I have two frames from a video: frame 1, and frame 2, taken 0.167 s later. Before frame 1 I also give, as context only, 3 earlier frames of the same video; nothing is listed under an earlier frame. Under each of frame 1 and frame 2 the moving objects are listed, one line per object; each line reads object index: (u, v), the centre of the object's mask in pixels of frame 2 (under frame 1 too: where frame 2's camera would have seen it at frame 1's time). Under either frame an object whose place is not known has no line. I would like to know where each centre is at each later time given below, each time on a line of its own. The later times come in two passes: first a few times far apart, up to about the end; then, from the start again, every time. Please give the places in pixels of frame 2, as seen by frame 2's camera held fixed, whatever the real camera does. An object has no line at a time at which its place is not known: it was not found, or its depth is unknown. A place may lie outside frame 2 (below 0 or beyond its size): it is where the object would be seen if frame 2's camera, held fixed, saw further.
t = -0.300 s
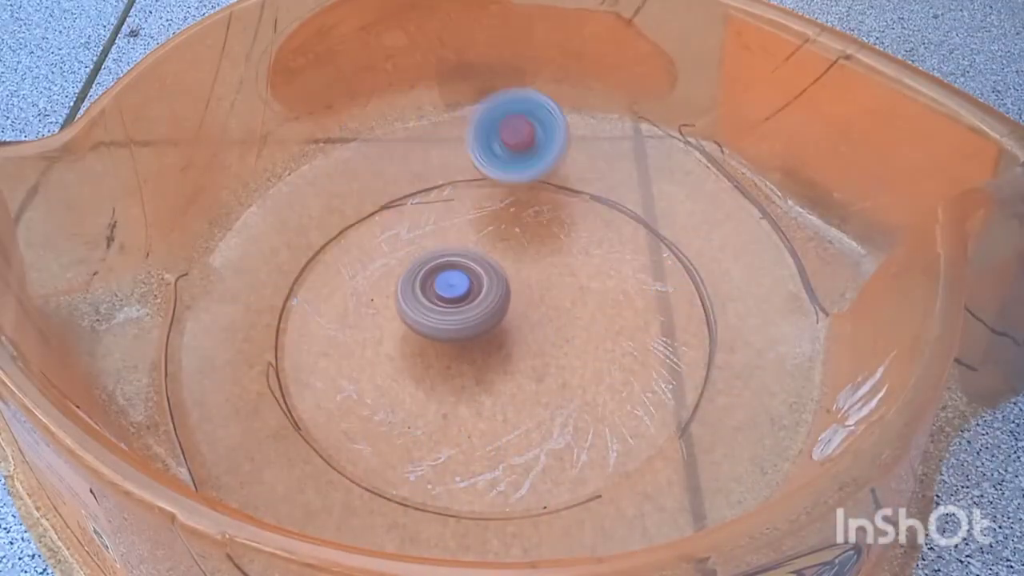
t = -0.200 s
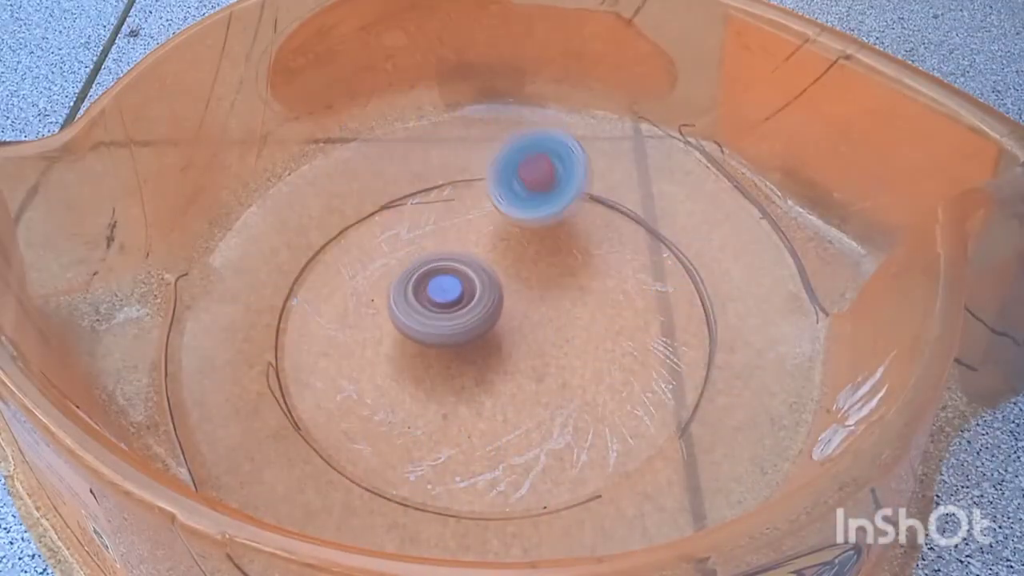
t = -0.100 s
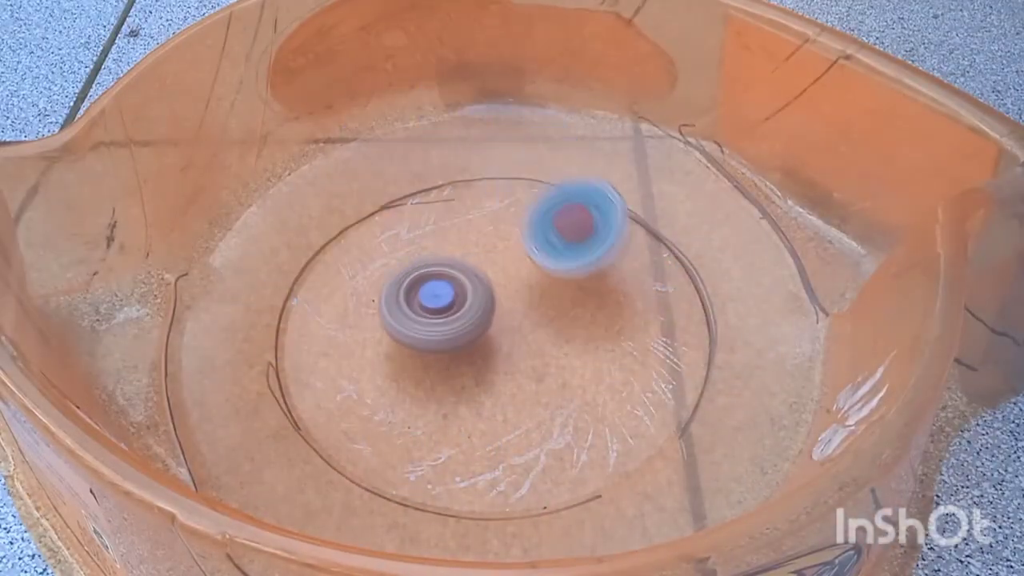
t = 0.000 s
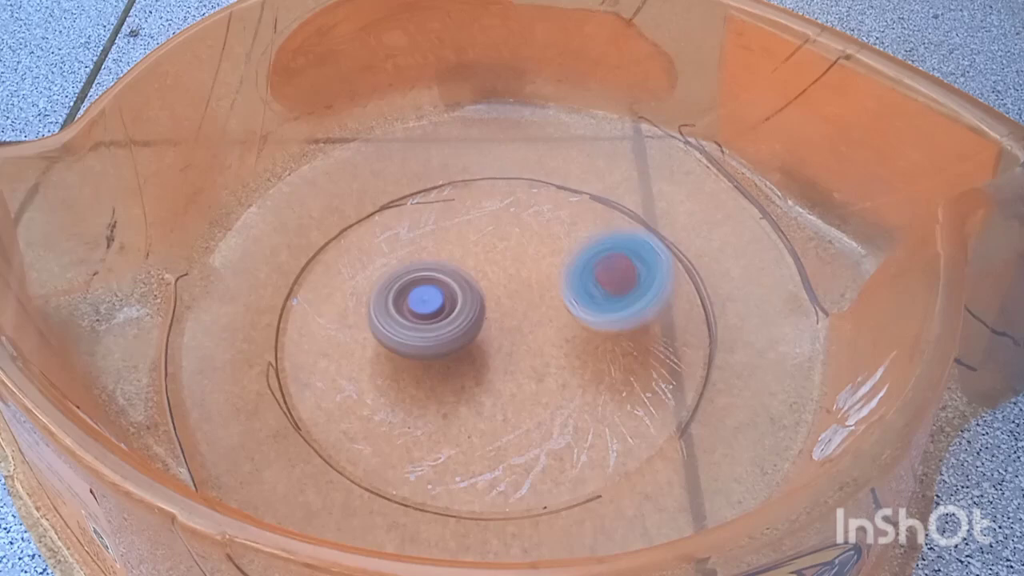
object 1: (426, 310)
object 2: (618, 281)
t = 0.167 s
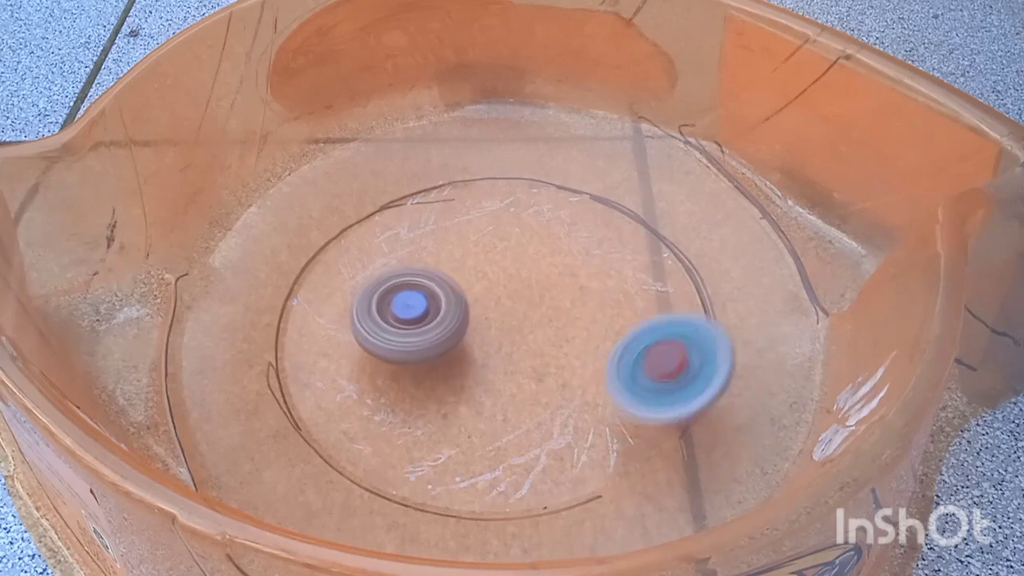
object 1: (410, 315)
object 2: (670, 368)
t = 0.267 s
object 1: (402, 314)
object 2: (630, 397)
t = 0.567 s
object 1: (415, 311)
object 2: (466, 433)
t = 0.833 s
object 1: (441, 327)
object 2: (329, 377)
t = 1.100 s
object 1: (475, 326)
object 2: (300, 275)
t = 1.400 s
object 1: (487, 329)
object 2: (389, 199)
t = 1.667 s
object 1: (464, 327)
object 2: (482, 179)
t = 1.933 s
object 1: (429, 317)
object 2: (617, 192)
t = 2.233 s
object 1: (402, 298)
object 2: (688, 300)
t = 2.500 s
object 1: (417, 288)
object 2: (605, 418)
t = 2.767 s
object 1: (443, 306)
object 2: (417, 435)
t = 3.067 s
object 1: (464, 336)
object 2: (299, 320)
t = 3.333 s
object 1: (461, 357)
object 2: (341, 217)
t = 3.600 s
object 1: (435, 351)
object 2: (464, 162)
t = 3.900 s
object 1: (419, 321)
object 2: (609, 189)
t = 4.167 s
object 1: (415, 307)
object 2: (675, 293)
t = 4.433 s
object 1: (414, 302)
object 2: (580, 416)
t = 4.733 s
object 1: (413, 302)
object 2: (379, 414)
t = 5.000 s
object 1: (424, 304)
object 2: (299, 297)
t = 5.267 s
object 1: (475, 299)
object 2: (371, 199)
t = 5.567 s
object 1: (494, 279)
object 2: (524, 162)
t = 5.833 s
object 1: (483, 266)
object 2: (635, 232)
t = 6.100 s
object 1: (460, 275)
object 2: (649, 358)
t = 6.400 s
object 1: (448, 311)
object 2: (432, 437)
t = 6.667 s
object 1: (463, 343)
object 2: (302, 319)
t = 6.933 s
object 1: (490, 354)
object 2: (385, 200)
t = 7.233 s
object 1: (498, 336)
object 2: (496, 173)
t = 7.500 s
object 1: (478, 319)
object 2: (666, 292)
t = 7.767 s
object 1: (443, 322)
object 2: (573, 431)
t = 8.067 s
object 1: (409, 317)
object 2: (322, 413)
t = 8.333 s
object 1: (415, 295)
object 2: (317, 353)
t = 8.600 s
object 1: (432, 283)
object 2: (337, 330)
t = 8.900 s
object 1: (427, 285)
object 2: (412, 365)
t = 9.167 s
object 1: (430, 305)
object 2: (443, 391)
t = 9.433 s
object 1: (449, 308)
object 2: (454, 396)
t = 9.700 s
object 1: (458, 296)
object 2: (466, 374)
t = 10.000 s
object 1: (449, 317)
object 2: (507, 437)
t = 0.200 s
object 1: (406, 315)
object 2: (658, 378)
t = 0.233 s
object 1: (404, 314)
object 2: (645, 386)
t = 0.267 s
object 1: (402, 314)
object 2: (630, 397)
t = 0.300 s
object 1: (401, 314)
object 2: (615, 410)
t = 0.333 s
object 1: (400, 313)
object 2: (603, 423)
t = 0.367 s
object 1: (400, 312)
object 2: (587, 429)
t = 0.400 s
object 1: (400, 311)
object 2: (569, 431)
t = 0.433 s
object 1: (402, 311)
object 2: (548, 436)
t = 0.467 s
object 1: (404, 310)
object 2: (525, 444)
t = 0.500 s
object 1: (408, 310)
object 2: (504, 448)
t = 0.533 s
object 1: (411, 310)
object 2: (486, 442)
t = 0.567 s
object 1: (415, 311)
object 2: (466, 433)
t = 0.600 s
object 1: (419, 313)
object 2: (443, 429)
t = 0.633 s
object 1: (422, 314)
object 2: (417, 426)
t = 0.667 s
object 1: (425, 317)
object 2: (393, 425)
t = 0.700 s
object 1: (428, 320)
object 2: (373, 420)
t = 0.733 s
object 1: (431, 322)
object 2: (366, 409)
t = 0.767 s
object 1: (433, 325)
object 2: (359, 396)
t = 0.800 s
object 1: (436, 326)
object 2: (349, 385)
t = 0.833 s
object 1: (441, 327)
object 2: (329, 377)
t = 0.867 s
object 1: (446, 326)
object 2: (313, 366)
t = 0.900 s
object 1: (451, 326)
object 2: (310, 357)
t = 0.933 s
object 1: (455, 326)
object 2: (315, 348)
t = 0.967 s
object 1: (459, 326)
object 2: (319, 336)
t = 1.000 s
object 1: (464, 326)
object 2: (320, 321)
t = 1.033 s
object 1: (468, 326)
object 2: (315, 305)
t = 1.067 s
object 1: (472, 326)
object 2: (308, 290)
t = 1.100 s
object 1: (475, 326)
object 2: (300, 275)
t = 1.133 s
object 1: (478, 326)
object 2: (301, 267)
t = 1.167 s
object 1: (480, 326)
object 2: (307, 264)
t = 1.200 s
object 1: (483, 327)
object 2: (317, 264)
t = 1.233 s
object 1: (486, 327)
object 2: (332, 261)
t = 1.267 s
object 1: (487, 327)
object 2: (345, 255)
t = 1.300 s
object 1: (488, 328)
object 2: (356, 246)
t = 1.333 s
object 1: (488, 328)
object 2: (367, 232)
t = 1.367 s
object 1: (488, 328)
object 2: (378, 216)
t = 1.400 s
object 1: (487, 329)
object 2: (389, 199)
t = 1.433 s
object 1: (485, 329)
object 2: (402, 185)
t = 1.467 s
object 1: (483, 329)
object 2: (414, 171)
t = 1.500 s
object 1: (480, 329)
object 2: (424, 165)
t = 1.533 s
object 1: (477, 329)
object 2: (433, 166)
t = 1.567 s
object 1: (474, 328)
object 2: (443, 172)
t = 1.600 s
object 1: (471, 328)
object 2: (454, 177)
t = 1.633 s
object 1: (468, 328)
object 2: (468, 179)
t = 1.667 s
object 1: (464, 327)
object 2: (482, 179)
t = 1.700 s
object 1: (460, 326)
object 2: (498, 177)
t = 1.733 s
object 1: (456, 325)
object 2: (515, 174)
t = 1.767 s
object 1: (452, 324)
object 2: (533, 173)
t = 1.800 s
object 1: (448, 323)
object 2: (552, 174)
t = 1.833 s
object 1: (443, 321)
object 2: (571, 177)
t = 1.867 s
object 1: (438, 320)
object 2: (589, 180)
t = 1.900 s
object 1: (433, 319)
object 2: (607, 183)
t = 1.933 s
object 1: (429, 317)
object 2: (617, 192)
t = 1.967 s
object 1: (425, 316)
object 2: (626, 202)
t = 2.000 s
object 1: (420, 314)
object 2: (636, 211)
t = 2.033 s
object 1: (416, 312)
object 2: (648, 222)
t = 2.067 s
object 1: (412, 310)
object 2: (660, 234)
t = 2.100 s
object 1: (409, 308)
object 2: (670, 246)
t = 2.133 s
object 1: (406, 305)
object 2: (679, 258)
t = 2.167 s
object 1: (404, 303)
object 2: (684, 271)
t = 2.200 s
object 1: (403, 300)
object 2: (687, 285)
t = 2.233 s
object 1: (402, 298)
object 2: (688, 300)
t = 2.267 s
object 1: (402, 296)
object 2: (687, 313)
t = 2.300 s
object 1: (402, 294)
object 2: (683, 327)
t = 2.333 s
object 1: (403, 292)
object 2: (678, 342)
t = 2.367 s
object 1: (404, 291)
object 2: (669, 358)
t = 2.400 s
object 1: (407, 290)
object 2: (656, 376)
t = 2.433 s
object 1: (409, 289)
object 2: (642, 392)
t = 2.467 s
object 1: (413, 289)
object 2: (624, 409)
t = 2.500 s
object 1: (417, 288)
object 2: (605, 418)
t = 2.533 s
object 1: (421, 289)
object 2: (583, 426)
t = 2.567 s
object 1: (425, 291)
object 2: (558, 435)
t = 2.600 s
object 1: (429, 293)
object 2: (534, 443)
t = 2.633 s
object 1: (432, 294)
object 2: (508, 447)
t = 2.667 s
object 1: (435, 297)
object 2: (485, 444)
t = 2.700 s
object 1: (438, 300)
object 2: (463, 442)
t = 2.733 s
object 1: (441, 303)
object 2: (438, 441)
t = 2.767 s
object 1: (443, 306)
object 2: (417, 435)
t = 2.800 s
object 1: (447, 310)
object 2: (400, 426)
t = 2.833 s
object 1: (449, 313)
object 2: (380, 417)
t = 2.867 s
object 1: (452, 316)
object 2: (361, 406)
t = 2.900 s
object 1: (454, 320)
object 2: (341, 395)
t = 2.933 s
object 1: (456, 323)
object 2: (332, 382)
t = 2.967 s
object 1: (458, 327)
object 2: (324, 367)
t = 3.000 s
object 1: (460, 330)
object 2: (314, 352)
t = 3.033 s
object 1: (463, 333)
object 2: (303, 336)
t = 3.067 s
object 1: (464, 336)
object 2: (299, 320)
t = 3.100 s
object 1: (466, 338)
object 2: (302, 305)
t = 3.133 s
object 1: (466, 341)
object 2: (303, 289)
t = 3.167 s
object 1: (466, 344)
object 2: (307, 279)
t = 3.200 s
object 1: (466, 347)
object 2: (310, 266)
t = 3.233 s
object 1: (466, 349)
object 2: (314, 252)
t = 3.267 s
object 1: (465, 352)
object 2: (322, 241)
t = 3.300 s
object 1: (463, 354)
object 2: (331, 228)
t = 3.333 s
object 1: (461, 357)
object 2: (341, 217)
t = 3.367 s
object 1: (459, 358)
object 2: (354, 207)
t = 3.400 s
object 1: (456, 359)
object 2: (367, 196)
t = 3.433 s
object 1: (453, 360)
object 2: (382, 188)
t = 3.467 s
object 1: (449, 360)
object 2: (397, 178)
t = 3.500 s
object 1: (444, 359)
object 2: (414, 173)
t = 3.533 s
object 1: (441, 357)
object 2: (430, 168)
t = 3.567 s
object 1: (438, 355)
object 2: (446, 166)
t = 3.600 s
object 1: (435, 351)
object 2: (464, 162)
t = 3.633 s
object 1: (433, 348)
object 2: (482, 160)
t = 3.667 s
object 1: (430, 345)
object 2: (499, 160)
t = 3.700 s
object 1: (428, 342)
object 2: (516, 160)
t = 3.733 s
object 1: (426, 338)
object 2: (533, 163)
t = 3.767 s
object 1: (425, 335)
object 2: (550, 167)
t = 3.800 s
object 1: (424, 332)
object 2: (566, 171)
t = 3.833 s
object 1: (422, 328)
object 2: (581, 176)
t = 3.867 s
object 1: (421, 325)
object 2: (597, 182)
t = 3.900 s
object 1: (419, 321)
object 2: (609, 189)
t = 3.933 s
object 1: (418, 319)
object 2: (622, 199)
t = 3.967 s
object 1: (417, 316)
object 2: (633, 210)
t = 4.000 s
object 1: (416, 314)
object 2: (644, 222)
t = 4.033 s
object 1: (416, 312)
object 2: (654, 236)
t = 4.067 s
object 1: (416, 311)
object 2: (661, 250)
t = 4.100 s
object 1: (416, 309)
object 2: (668, 264)
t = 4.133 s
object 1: (415, 308)
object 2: (673, 278)
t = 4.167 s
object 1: (415, 307)
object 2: (675, 293)
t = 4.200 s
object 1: (413, 306)
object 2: (675, 308)
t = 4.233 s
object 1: (410, 305)
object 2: (671, 324)
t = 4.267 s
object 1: (409, 305)
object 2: (664, 339)
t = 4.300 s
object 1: (408, 306)
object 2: (652, 357)
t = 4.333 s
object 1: (409, 306)
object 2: (638, 373)
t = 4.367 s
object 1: (410, 305)
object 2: (621, 388)
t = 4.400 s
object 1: (412, 303)
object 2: (601, 403)
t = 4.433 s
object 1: (414, 302)
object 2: (580, 416)
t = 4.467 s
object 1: (415, 301)
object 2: (556, 428)
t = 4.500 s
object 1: (416, 299)
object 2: (532, 437)
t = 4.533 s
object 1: (415, 297)
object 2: (506, 444)
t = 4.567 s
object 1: (414, 297)
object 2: (480, 448)
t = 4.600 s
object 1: (413, 297)
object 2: (459, 444)
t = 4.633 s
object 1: (412, 298)
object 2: (435, 440)
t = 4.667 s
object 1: (412, 299)
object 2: (413, 434)
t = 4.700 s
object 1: (412, 301)
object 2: (397, 424)
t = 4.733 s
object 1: (413, 302)
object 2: (379, 414)
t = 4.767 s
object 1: (415, 302)
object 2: (361, 404)
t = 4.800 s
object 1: (416, 302)
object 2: (342, 392)
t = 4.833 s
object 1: (417, 303)
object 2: (326, 378)
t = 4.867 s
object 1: (418, 302)
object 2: (318, 364)
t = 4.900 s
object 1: (419, 302)
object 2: (312, 348)
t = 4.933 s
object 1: (420, 303)
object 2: (304, 331)
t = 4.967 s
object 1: (420, 303)
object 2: (298, 313)
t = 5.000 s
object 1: (424, 304)
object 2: (299, 297)
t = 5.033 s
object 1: (428, 304)
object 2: (306, 287)
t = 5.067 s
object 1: (435, 303)
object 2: (308, 272)
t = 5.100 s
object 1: (444, 302)
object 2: (310, 256)
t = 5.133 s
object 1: (451, 302)
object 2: (320, 250)
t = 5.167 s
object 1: (457, 302)
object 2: (333, 241)
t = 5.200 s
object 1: (464, 301)
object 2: (346, 229)
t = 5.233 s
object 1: (470, 300)
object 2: (358, 214)
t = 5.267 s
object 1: (475, 299)
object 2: (371, 199)
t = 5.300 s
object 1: (479, 297)
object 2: (385, 184)
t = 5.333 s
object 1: (482, 295)
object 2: (398, 176)
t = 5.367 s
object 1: (485, 293)
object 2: (411, 176)
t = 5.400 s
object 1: (488, 291)
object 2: (424, 178)
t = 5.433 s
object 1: (490, 288)
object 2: (442, 178)
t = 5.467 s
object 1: (491, 286)
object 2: (463, 176)
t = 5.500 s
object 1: (493, 283)
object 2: (484, 172)
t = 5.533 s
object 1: (494, 281)
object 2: (504, 166)
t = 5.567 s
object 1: (494, 279)
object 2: (524, 162)
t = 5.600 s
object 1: (494, 276)
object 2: (541, 163)
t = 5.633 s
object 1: (493, 274)
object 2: (551, 173)
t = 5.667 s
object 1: (492, 272)
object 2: (563, 183)
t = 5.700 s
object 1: (491, 270)
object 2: (578, 192)
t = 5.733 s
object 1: (490, 269)
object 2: (592, 201)
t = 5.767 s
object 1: (488, 267)
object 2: (607, 210)
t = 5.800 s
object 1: (486, 266)
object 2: (621, 220)
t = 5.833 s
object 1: (483, 266)
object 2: (635, 232)
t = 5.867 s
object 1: (481, 266)
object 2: (647, 247)
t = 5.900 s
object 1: (478, 266)
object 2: (656, 261)
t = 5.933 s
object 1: (476, 266)
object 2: (664, 276)
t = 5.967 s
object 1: (472, 268)
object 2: (668, 291)
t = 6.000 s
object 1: (469, 269)
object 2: (669, 306)
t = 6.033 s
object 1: (467, 270)
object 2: (667, 323)
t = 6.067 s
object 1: (464, 272)
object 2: (661, 340)
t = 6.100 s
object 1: (460, 275)
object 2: (649, 358)
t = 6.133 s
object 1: (457, 278)
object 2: (635, 375)
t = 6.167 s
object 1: (456, 281)
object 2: (619, 390)
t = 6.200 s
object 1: (453, 285)
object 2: (596, 405)
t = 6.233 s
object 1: (451, 290)
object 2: (573, 416)
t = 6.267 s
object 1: (450, 293)
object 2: (546, 426)
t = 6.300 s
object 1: (448, 298)
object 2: (519, 433)
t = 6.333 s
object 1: (448, 303)
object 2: (489, 438)
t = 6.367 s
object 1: (448, 306)
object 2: (457, 440)
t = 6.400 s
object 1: (448, 311)
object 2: (432, 437)
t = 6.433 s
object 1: (448, 317)
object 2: (412, 426)
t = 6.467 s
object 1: (449, 321)
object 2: (389, 415)
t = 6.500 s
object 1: (450, 325)
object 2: (365, 404)
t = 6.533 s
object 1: (452, 330)
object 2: (343, 392)
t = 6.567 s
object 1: (455, 333)
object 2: (334, 378)
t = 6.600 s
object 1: (458, 337)
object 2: (327, 361)
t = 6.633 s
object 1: (461, 340)
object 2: (315, 340)
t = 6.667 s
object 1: (463, 343)
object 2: (302, 319)
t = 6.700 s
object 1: (466, 346)
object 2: (297, 298)
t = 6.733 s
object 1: (470, 348)
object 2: (303, 284)
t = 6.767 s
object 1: (473, 350)
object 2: (312, 275)
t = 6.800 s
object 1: (476, 351)
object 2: (325, 266)
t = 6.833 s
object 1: (480, 353)
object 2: (340, 254)
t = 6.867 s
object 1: (483, 354)
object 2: (356, 238)
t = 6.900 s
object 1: (486, 354)
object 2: (371, 221)
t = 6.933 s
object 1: (490, 354)
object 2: (385, 200)
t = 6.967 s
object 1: (493, 354)
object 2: (398, 180)
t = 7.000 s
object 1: (494, 353)
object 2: (411, 167)
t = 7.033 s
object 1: (496, 353)
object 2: (423, 161)
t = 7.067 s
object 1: (497, 351)
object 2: (436, 157)
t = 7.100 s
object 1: (498, 348)
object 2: (447, 155)
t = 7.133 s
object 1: (499, 346)
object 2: (459, 157)
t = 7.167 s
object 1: (499, 342)
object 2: (472, 159)
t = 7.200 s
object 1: (499, 339)
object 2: (482, 164)
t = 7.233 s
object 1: (498, 336)
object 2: (496, 173)
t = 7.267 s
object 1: (496, 333)
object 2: (514, 183)
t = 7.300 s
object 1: (495, 331)
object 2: (538, 194)
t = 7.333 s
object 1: (493, 328)
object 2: (561, 209)
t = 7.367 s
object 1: (491, 325)
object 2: (584, 224)
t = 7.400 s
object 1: (488, 324)
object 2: (608, 238)
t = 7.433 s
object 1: (485, 321)
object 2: (629, 257)
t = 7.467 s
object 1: (482, 320)
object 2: (649, 275)
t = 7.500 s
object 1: (478, 319)
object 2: (666, 292)
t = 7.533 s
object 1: (474, 318)
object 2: (680, 313)
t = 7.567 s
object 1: (470, 317)
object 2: (680, 327)
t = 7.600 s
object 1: (466, 318)
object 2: (668, 338)
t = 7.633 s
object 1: (460, 318)
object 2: (651, 350)
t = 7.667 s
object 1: (456, 318)
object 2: (633, 368)
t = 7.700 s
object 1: (452, 319)
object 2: (617, 389)
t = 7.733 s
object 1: (447, 320)
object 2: (596, 415)
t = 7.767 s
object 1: (443, 322)
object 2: (573, 431)
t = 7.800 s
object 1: (438, 324)
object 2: (547, 438)
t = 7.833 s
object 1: (433, 327)
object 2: (527, 438)
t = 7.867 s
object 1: (429, 329)
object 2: (502, 434)
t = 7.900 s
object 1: (425, 331)
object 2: (471, 430)
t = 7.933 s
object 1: (421, 334)
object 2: (434, 427)
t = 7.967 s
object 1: (419, 337)
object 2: (395, 422)
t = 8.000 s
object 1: (416, 339)
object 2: (364, 411)
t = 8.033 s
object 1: (414, 329)
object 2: (343, 411)
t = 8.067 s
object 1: (409, 317)
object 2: (322, 413)
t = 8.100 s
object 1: (404, 310)
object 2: (307, 411)
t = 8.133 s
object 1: (403, 308)
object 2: (298, 403)
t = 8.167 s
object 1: (404, 308)
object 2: (295, 393)
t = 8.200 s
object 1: (404, 306)
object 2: (294, 382)
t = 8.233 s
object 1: (404, 304)
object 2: (298, 373)
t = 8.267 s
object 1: (404, 304)
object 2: (307, 362)
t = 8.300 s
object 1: (409, 300)
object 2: (313, 356)
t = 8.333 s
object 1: (415, 295)
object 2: (317, 353)
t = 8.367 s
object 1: (419, 292)
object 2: (322, 343)
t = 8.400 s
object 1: (422, 290)
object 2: (324, 337)
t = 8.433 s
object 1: (425, 289)
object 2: (325, 334)
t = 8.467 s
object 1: (426, 287)
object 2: (326, 331)
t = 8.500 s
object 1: (428, 286)
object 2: (327, 331)
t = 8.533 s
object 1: (429, 285)
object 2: (329, 332)
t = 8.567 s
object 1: (430, 285)
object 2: (331, 331)
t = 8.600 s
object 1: (432, 283)
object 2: (337, 330)
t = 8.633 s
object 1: (434, 283)
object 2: (343, 329)
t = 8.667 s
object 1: (435, 283)
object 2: (351, 329)
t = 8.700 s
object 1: (438, 281)
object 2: (360, 330)
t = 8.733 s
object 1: (440, 280)
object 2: (370, 330)
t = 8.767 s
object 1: (439, 279)
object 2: (380, 338)
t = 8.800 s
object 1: (437, 279)
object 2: (389, 347)
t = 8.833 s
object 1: (433, 280)
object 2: (399, 352)
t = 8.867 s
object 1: (429, 282)
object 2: (407, 359)
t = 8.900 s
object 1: (427, 285)
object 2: (412, 365)
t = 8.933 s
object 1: (426, 287)
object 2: (418, 370)
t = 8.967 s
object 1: (424, 290)
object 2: (424, 375)
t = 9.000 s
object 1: (425, 293)
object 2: (429, 380)
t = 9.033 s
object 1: (425, 295)
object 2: (432, 383)
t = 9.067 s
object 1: (426, 298)
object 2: (435, 386)
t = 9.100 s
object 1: (427, 301)
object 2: (439, 388)
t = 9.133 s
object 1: (429, 303)
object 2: (441, 390)
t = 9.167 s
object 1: (430, 305)
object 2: (443, 391)
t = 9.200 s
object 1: (432, 306)
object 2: (444, 391)
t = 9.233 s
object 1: (435, 307)
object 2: (447, 391)
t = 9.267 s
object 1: (437, 307)
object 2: (448, 390)
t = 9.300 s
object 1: (439, 307)
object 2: (447, 390)
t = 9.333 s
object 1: (442, 307)
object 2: (447, 389)
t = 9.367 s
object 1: (445, 307)
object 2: (450, 393)
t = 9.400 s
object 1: (446, 308)
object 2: (453, 395)
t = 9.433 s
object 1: (449, 308)
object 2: (454, 396)
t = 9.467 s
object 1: (451, 308)
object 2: (456, 397)
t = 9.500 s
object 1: (452, 307)
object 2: (456, 397)
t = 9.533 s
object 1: (453, 306)
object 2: (457, 395)
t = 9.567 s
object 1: (456, 305)
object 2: (458, 392)
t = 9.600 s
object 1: (456, 303)
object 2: (460, 389)
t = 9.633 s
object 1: (457, 301)
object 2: (462, 385)
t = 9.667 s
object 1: (457, 299)
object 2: (463, 380)
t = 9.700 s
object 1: (458, 296)
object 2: (466, 374)
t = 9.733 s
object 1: (459, 293)
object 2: (466, 367)
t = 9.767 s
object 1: (457, 289)
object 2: (469, 360)
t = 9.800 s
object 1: (453, 289)
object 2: (469, 361)
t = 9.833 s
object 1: (450, 295)
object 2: (472, 367)
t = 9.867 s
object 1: (448, 299)
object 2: (479, 377)
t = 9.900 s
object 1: (450, 304)
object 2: (486, 393)
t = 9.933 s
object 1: (451, 311)
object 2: (498, 409)
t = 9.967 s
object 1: (450, 314)
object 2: (506, 426)
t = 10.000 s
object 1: (449, 317)
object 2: (507, 437)
